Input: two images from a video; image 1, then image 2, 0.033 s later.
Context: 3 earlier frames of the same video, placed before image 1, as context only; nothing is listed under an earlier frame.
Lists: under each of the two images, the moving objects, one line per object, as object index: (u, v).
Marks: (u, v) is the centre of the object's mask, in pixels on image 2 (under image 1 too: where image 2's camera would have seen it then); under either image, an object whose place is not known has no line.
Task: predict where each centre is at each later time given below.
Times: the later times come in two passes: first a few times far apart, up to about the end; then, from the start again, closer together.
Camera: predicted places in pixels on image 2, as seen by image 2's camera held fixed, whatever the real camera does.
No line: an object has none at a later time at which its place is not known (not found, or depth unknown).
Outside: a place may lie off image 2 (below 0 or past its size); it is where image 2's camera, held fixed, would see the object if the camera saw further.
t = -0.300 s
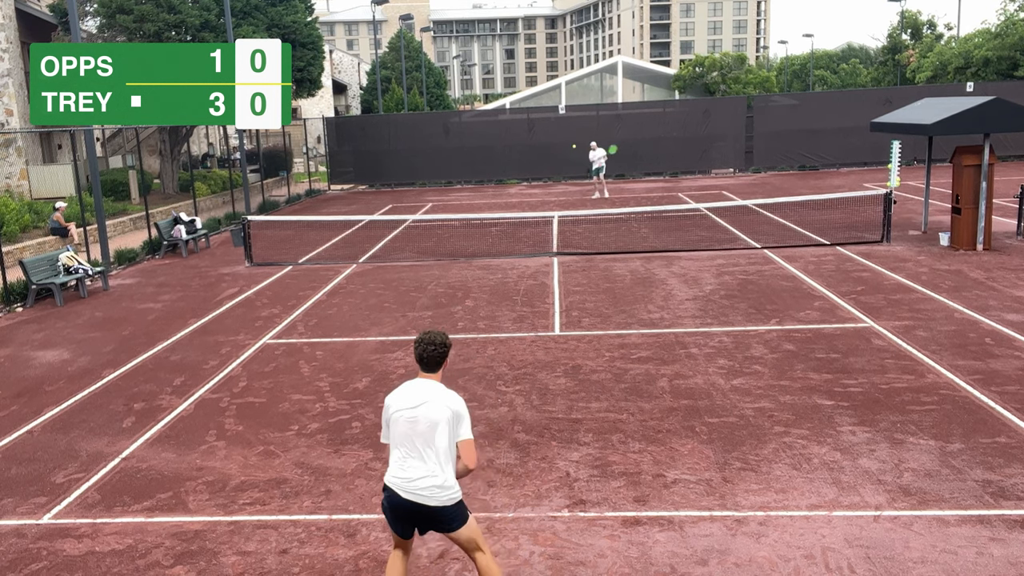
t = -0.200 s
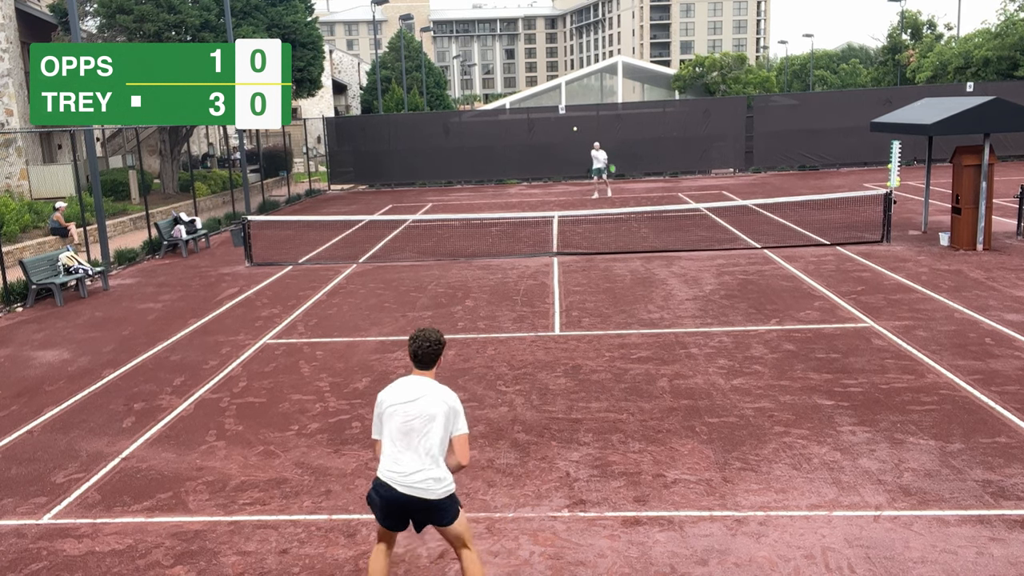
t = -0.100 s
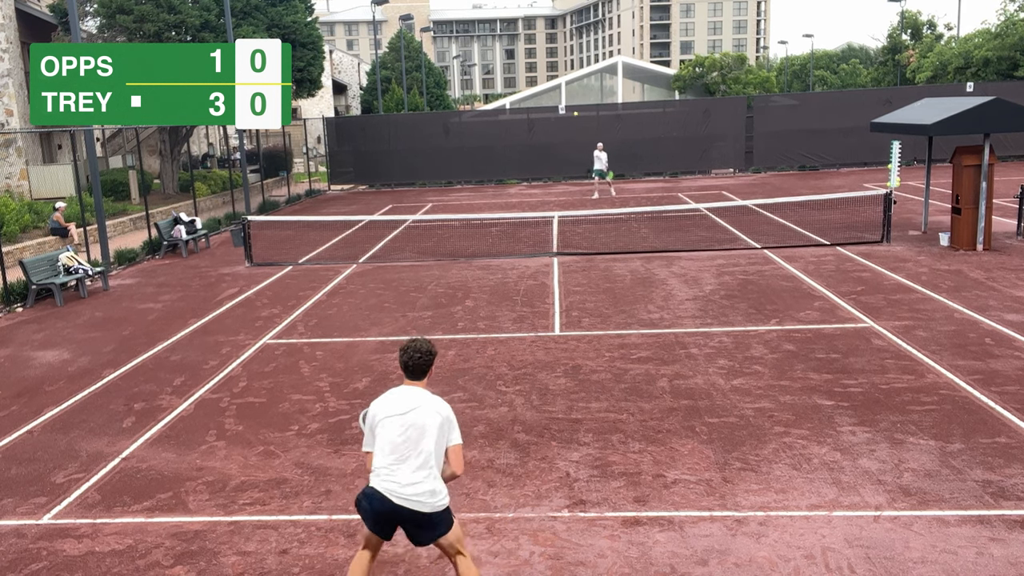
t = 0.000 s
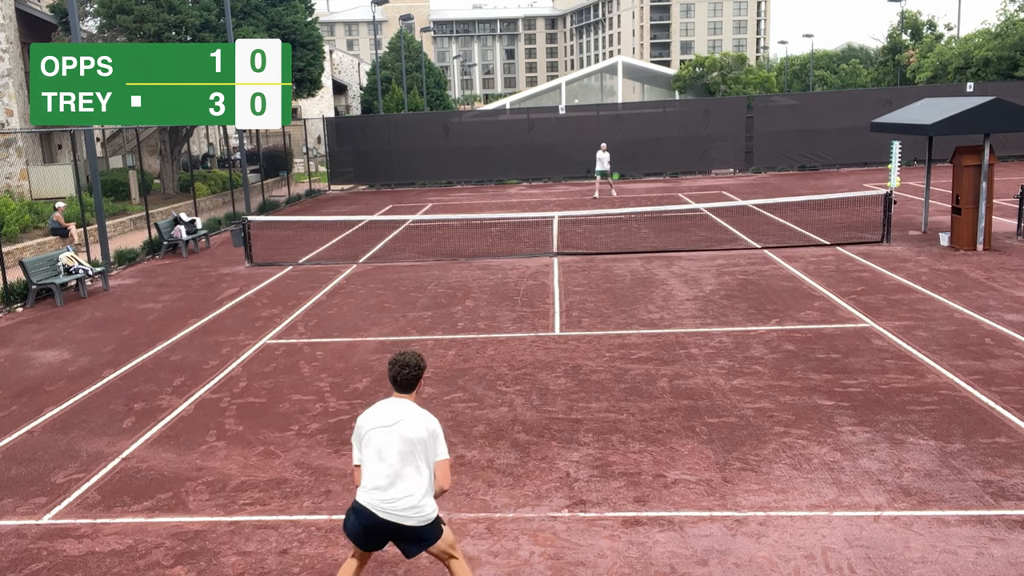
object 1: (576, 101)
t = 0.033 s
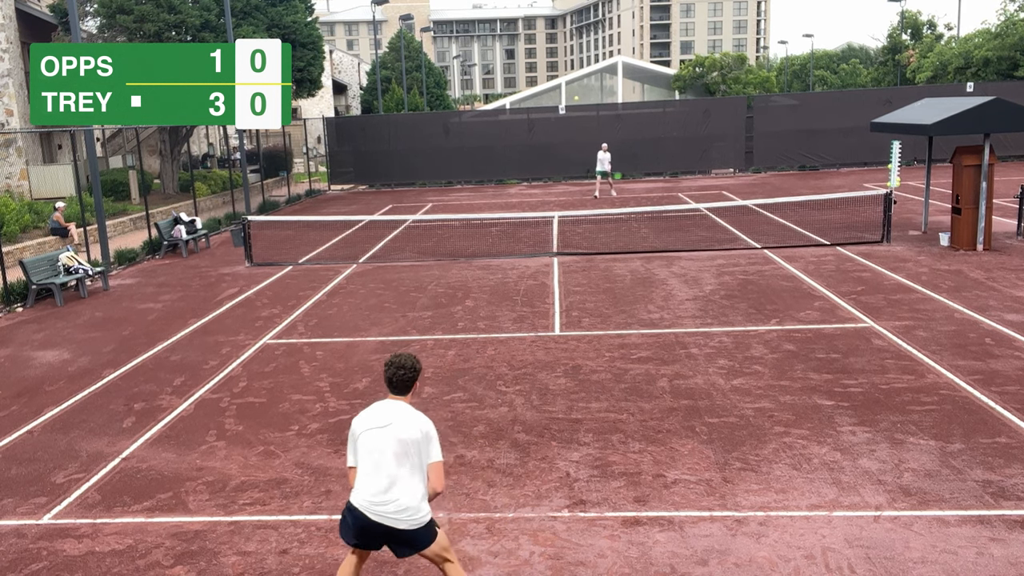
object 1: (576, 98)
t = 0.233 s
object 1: (576, 90)
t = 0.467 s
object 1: (574, 113)
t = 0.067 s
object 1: (576, 95)
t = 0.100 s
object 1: (576, 93)
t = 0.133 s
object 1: (576, 91)
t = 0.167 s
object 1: (576, 90)
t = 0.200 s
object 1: (576, 90)
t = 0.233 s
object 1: (576, 90)
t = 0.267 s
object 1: (576, 90)
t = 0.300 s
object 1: (575, 92)
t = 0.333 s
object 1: (575, 94)
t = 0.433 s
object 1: (575, 107)
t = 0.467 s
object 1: (574, 113)
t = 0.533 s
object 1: (573, 130)
